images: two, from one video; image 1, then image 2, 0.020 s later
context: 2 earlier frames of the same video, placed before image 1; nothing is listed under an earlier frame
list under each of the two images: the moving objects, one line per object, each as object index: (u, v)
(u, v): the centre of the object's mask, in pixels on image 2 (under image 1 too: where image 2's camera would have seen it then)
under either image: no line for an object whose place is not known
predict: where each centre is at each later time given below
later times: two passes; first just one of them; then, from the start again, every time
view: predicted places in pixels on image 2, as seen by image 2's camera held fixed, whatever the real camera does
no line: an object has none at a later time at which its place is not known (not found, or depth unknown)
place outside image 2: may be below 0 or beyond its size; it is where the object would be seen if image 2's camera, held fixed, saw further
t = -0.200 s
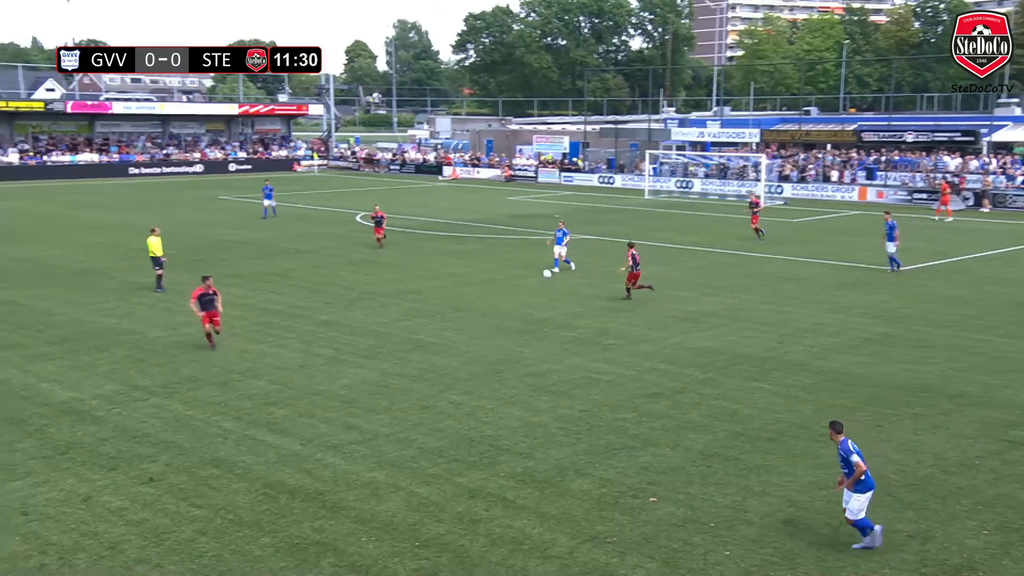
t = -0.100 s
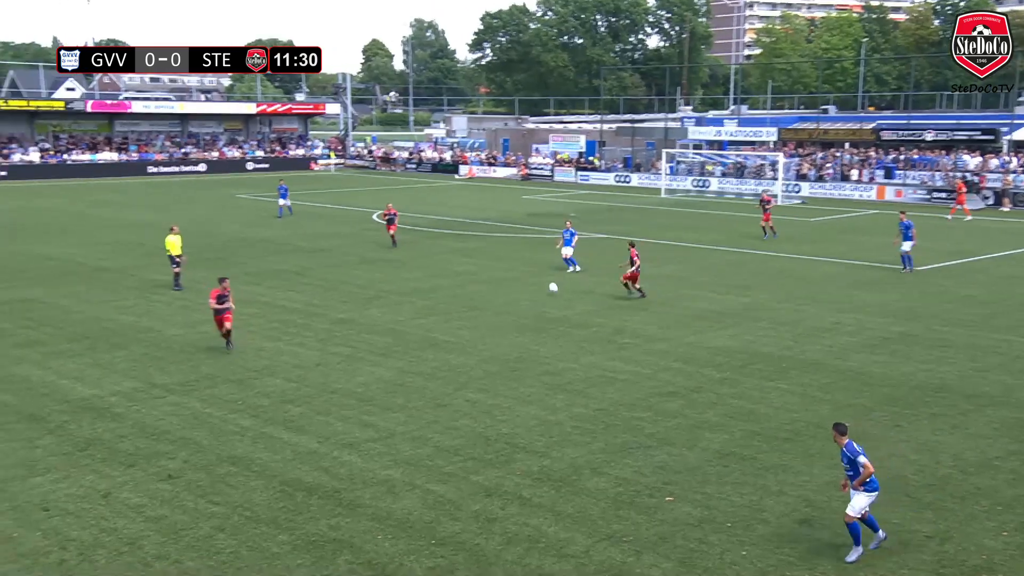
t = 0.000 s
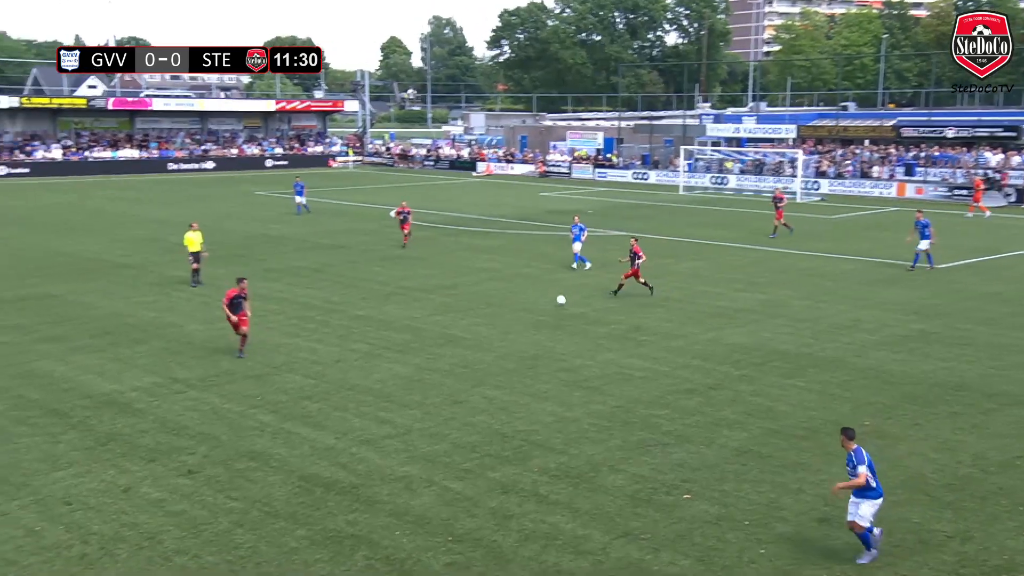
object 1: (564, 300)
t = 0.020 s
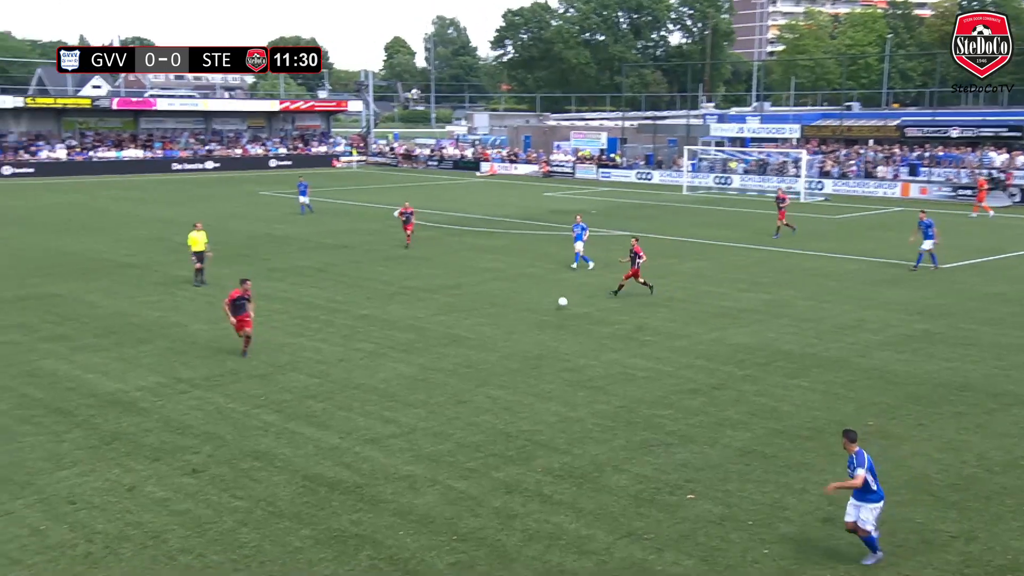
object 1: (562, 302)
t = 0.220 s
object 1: (545, 335)
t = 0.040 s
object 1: (561, 304)
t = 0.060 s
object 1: (560, 306)
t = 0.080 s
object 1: (558, 308)
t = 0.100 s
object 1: (556, 311)
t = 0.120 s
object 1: (555, 314)
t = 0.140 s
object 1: (553, 318)
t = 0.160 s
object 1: (551, 321)
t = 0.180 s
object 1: (549, 326)
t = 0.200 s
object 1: (547, 331)
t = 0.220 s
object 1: (545, 335)
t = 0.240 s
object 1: (543, 339)
